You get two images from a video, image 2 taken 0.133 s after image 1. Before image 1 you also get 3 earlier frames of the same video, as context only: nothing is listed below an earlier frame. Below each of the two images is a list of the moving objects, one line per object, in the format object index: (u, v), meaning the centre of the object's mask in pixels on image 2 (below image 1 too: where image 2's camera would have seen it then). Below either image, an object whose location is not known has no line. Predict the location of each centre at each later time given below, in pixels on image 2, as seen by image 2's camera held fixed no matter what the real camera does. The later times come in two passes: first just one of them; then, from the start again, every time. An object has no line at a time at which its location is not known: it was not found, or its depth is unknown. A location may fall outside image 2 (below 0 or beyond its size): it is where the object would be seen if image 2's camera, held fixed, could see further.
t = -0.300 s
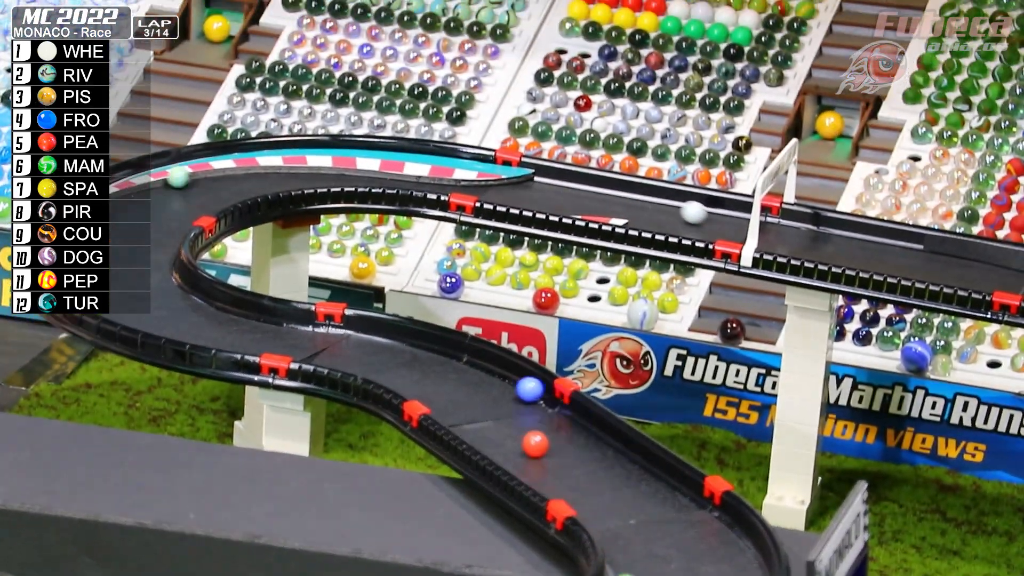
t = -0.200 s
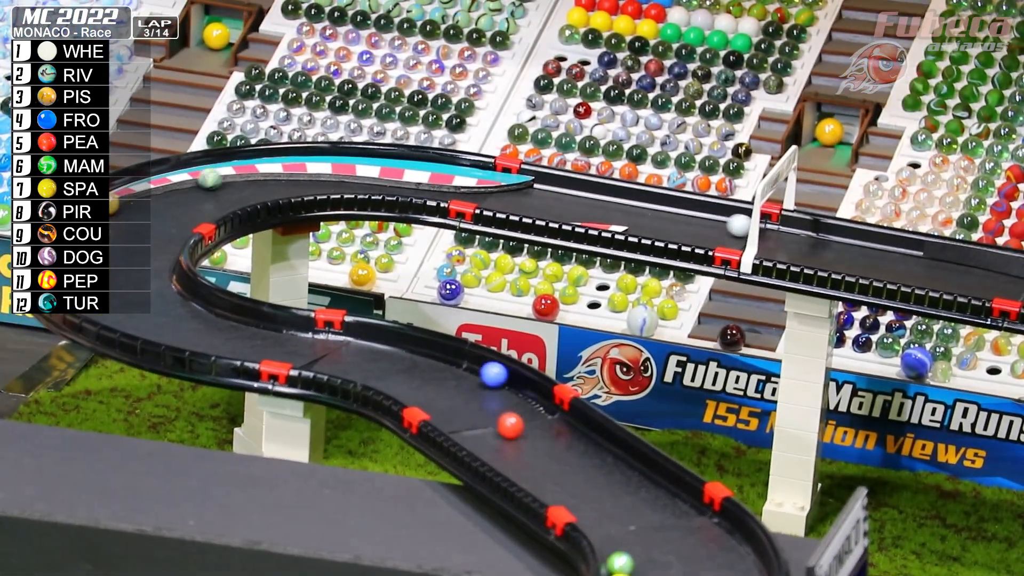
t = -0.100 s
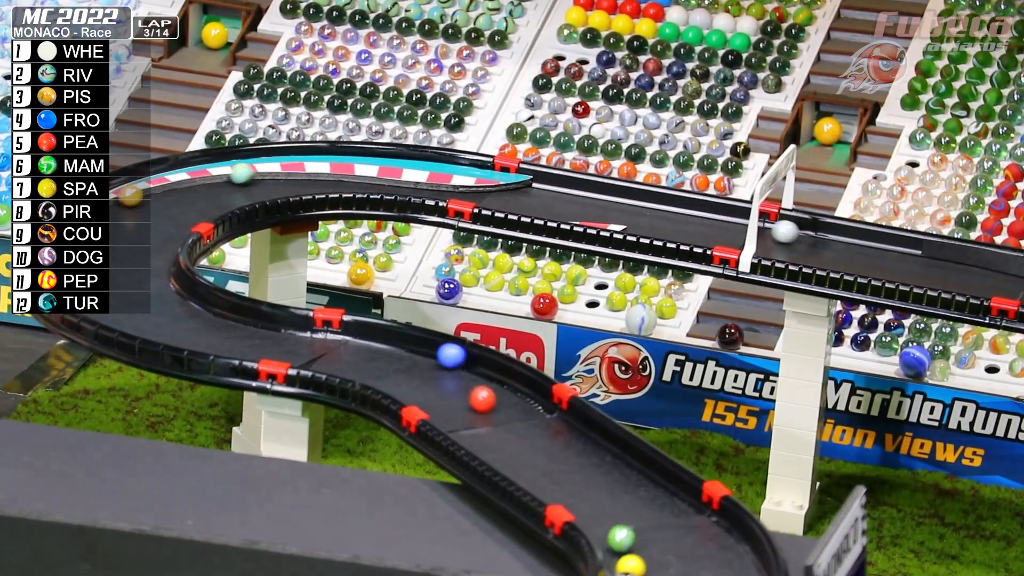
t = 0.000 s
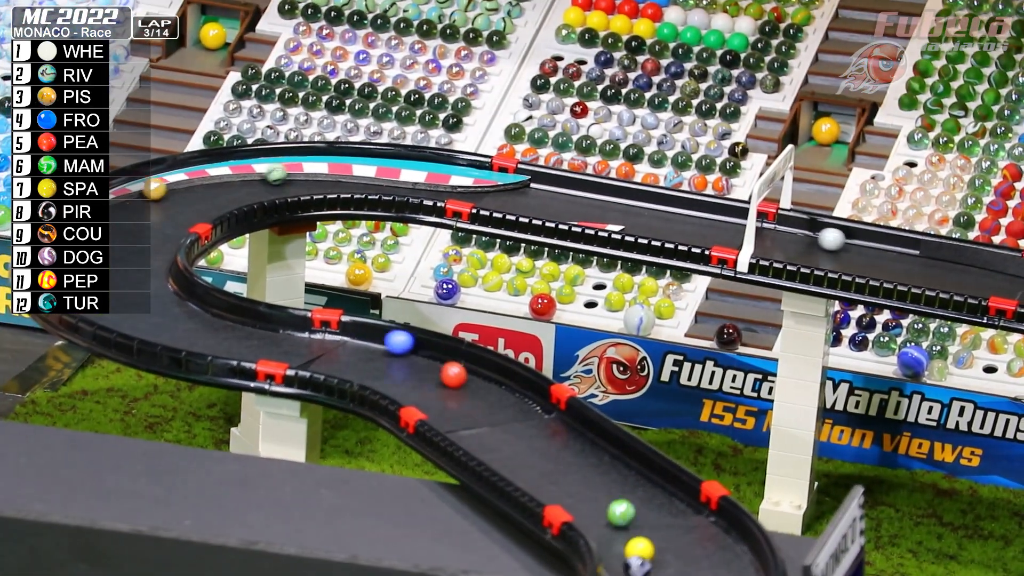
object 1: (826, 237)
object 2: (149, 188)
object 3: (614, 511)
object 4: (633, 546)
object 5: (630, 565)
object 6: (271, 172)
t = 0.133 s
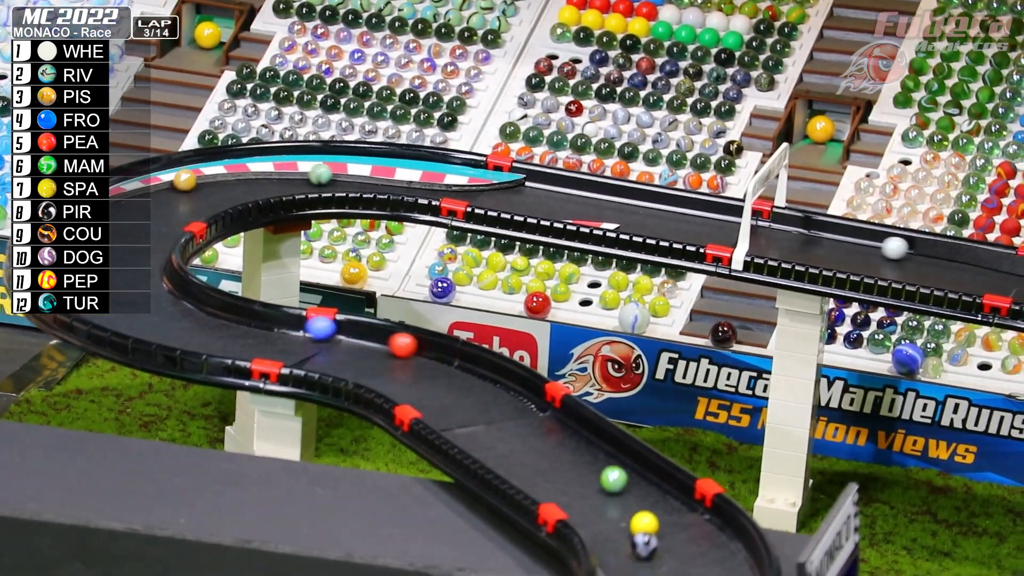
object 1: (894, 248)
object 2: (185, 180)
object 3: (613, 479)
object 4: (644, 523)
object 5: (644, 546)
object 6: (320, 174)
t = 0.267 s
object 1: (968, 259)
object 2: (223, 174)
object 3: (607, 446)
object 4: (651, 501)
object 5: (653, 525)
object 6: (372, 177)
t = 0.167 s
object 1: (912, 251)
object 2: (194, 179)
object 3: (613, 470)
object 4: (647, 517)
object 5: (648, 540)
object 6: (333, 175)
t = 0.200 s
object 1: (931, 253)
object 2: (203, 177)
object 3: (611, 463)
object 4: (648, 511)
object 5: (649, 535)
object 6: (345, 176)
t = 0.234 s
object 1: (949, 257)
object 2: (213, 175)
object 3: (609, 454)
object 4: (649, 506)
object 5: (650, 530)
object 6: (358, 177)
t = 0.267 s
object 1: (968, 259)
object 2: (223, 174)
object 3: (607, 446)
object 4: (651, 501)
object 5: (653, 525)
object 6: (372, 177)
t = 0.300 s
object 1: (987, 263)
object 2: (233, 173)
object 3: (596, 439)
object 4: (650, 496)
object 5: (653, 520)
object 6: (385, 179)
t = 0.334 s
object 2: (243, 173)
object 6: (398, 181)
